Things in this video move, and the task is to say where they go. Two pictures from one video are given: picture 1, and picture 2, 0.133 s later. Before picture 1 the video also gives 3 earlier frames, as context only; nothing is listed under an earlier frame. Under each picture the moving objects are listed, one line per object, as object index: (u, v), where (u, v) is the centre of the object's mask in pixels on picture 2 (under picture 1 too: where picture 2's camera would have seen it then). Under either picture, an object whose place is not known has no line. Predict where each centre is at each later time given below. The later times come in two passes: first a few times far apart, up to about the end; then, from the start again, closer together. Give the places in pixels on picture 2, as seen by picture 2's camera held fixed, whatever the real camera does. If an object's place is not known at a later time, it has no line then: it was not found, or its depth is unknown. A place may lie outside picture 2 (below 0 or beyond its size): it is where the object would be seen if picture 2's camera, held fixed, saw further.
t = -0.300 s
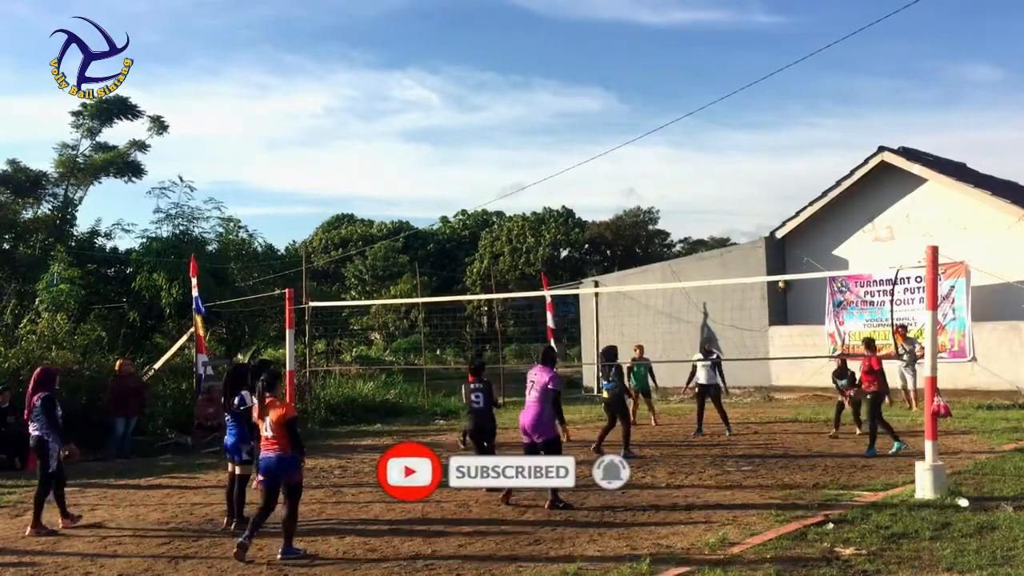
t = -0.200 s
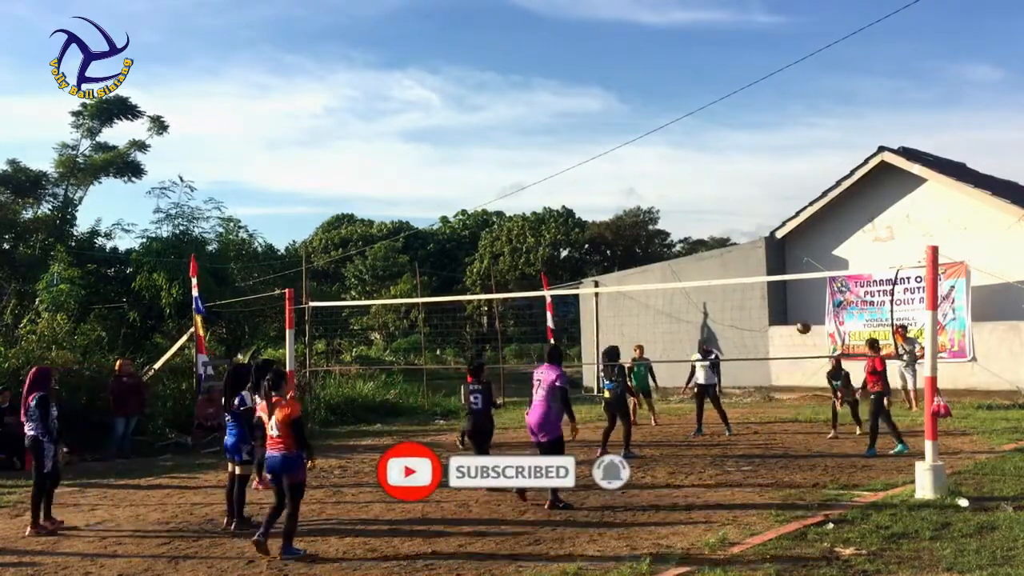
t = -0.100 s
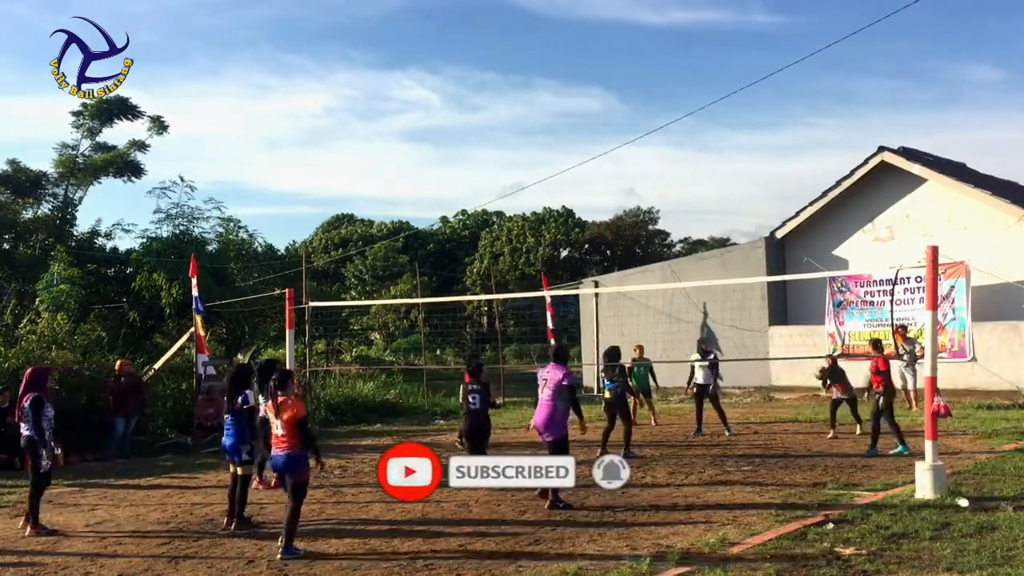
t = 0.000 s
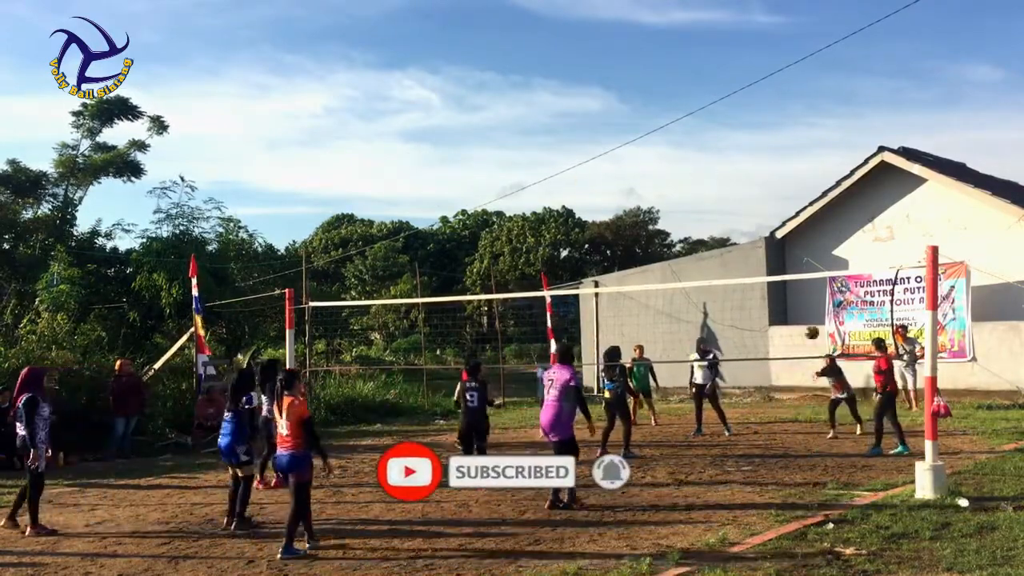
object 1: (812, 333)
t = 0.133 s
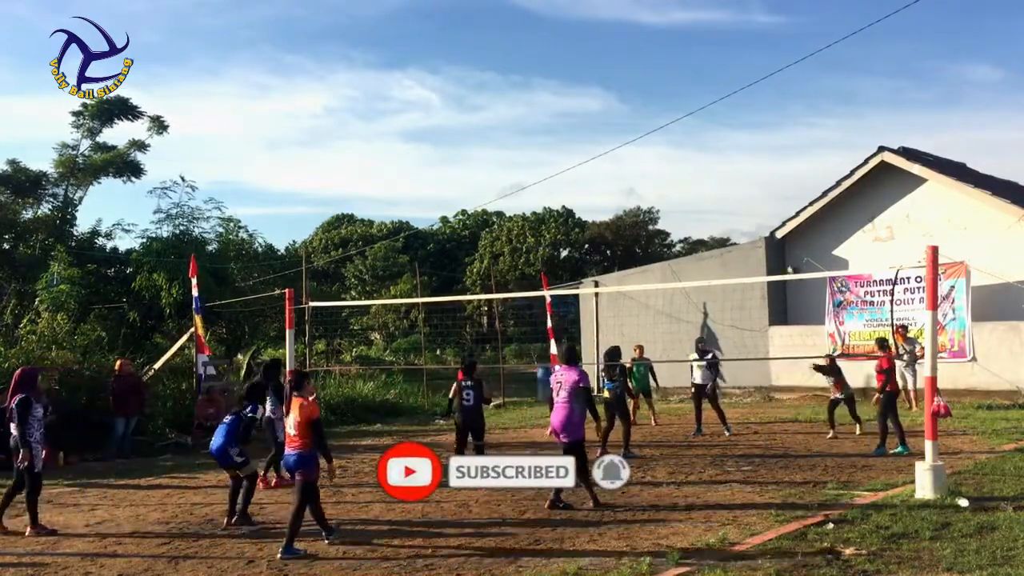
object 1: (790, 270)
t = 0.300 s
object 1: (774, 209)
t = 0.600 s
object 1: (740, 142)
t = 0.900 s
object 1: (709, 132)
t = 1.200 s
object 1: (679, 180)
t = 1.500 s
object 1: (652, 293)
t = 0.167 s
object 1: (787, 257)
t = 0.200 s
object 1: (783, 244)
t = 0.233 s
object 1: (779, 231)
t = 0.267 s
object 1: (778, 220)
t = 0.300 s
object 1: (774, 209)
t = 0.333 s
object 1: (770, 199)
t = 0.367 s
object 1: (767, 190)
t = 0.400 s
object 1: (762, 181)
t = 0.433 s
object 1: (759, 173)
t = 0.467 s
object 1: (755, 165)
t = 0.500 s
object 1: (751, 159)
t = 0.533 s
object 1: (748, 153)
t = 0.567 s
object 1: (744, 147)
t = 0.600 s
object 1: (740, 142)
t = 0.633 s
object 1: (737, 139)
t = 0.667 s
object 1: (733, 135)
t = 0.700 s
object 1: (729, 133)
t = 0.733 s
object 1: (726, 131)
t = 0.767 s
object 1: (723, 129)
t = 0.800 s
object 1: (719, 129)
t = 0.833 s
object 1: (716, 129)
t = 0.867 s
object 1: (712, 130)
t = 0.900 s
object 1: (709, 132)
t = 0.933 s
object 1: (705, 135)
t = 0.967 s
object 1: (702, 138)
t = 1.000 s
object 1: (699, 142)
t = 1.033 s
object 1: (696, 146)
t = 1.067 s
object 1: (692, 151)
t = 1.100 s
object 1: (689, 158)
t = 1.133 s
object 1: (686, 164)
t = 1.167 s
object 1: (682, 172)
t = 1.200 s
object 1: (679, 180)
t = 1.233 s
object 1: (676, 190)
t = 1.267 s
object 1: (673, 200)
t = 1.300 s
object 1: (670, 210)
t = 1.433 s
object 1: (657, 261)
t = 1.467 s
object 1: (655, 275)
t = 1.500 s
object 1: (652, 293)
